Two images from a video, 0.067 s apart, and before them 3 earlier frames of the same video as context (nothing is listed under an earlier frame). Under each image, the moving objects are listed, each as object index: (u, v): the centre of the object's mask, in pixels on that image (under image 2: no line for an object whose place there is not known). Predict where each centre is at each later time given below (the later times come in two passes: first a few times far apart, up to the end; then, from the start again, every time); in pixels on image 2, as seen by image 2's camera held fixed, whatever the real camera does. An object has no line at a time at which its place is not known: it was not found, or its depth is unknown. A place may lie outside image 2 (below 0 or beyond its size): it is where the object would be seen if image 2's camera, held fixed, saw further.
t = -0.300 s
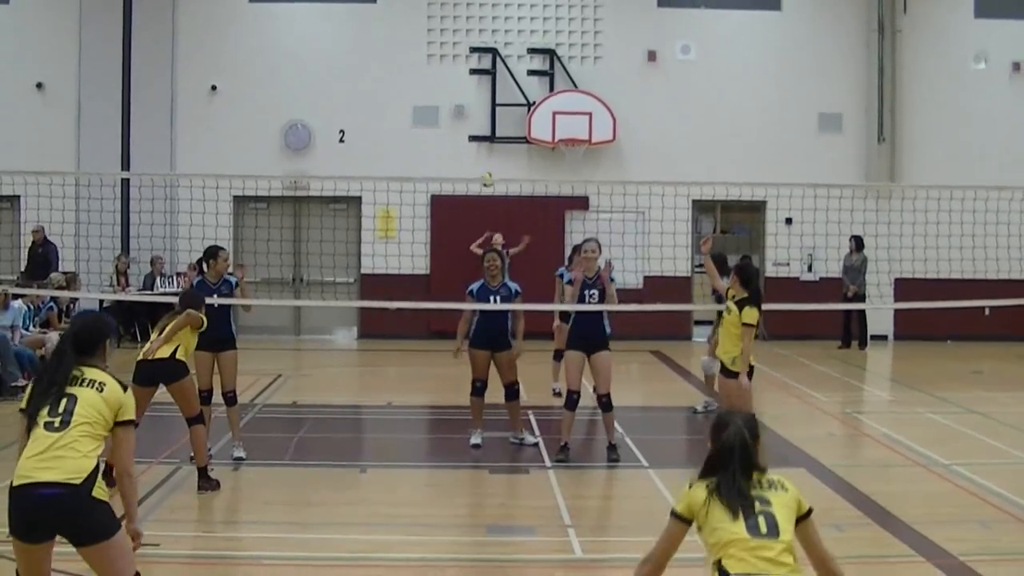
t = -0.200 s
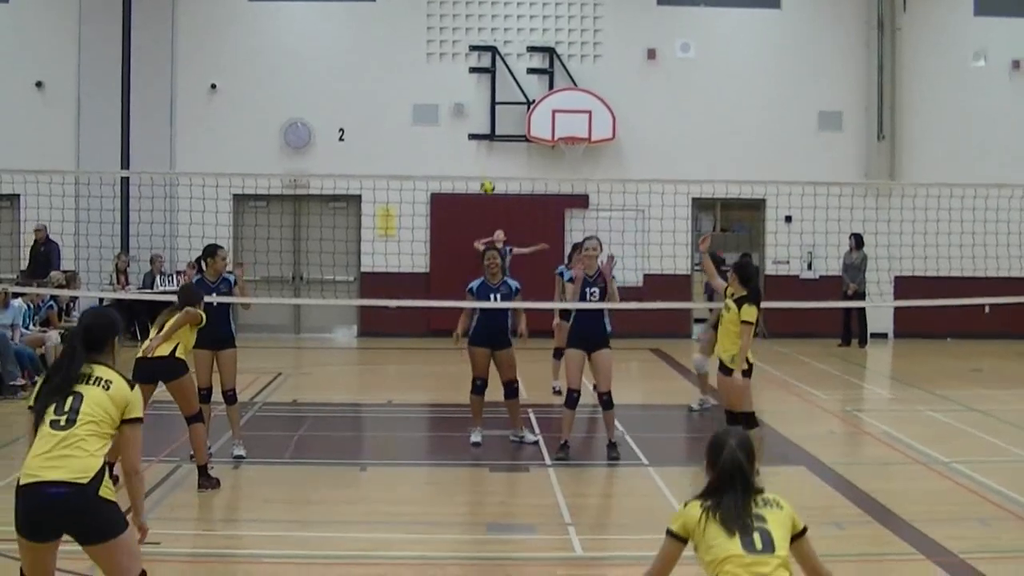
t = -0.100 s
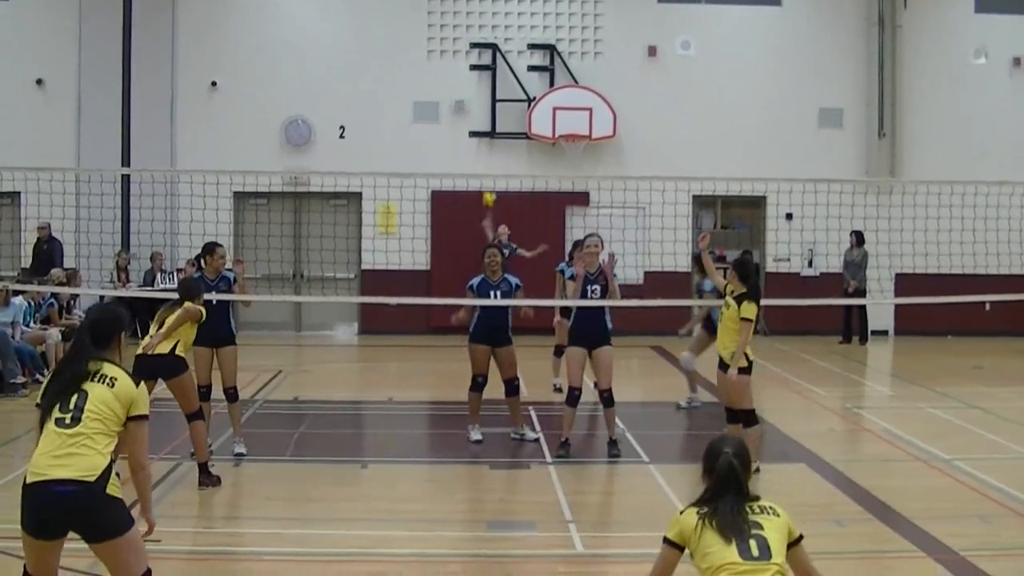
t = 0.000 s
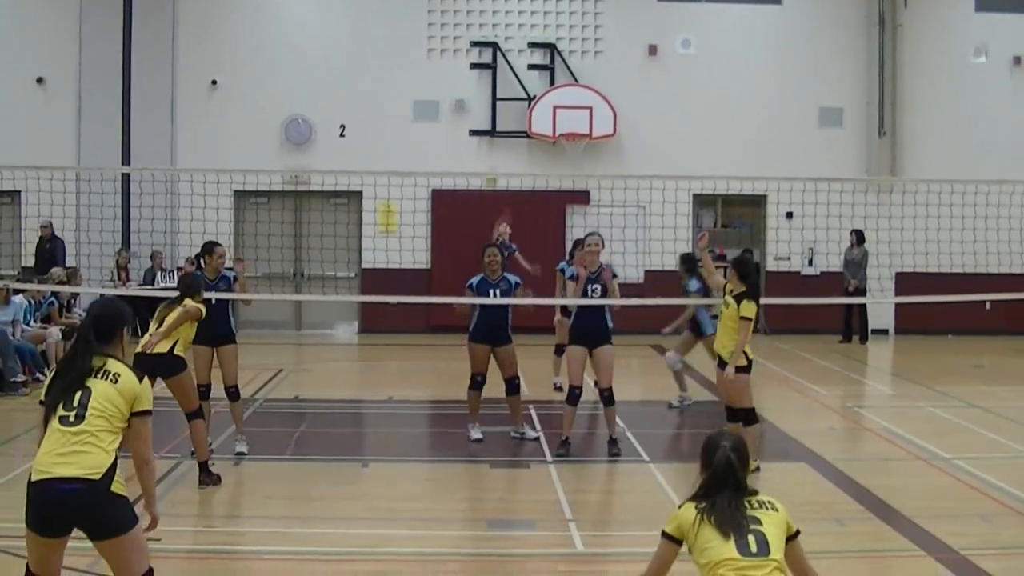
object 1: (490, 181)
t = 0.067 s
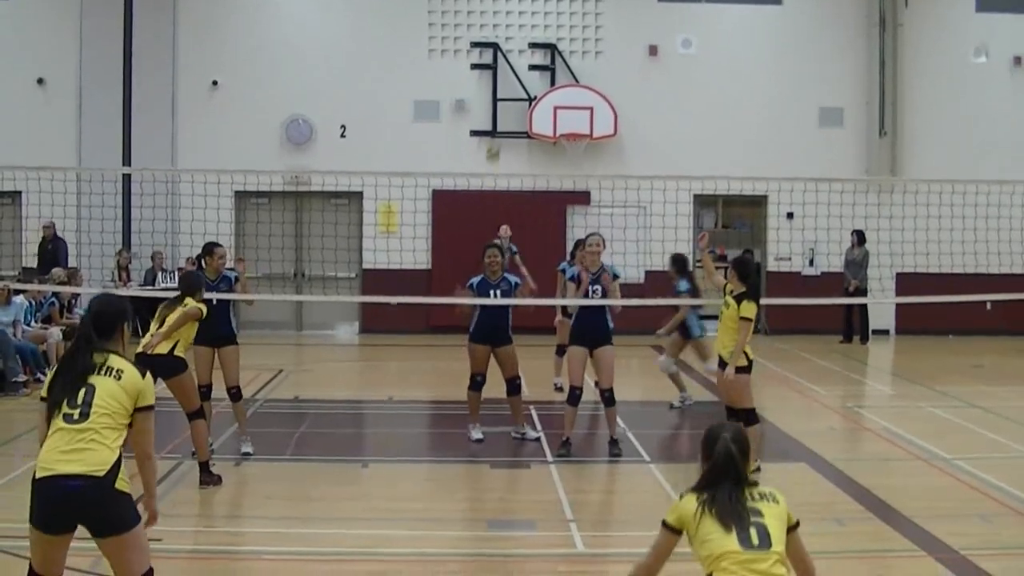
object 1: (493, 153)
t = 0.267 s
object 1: (499, 84)
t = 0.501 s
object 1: (510, 26)
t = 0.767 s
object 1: (526, 17)
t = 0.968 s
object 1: (545, 77)
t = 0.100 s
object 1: (492, 139)
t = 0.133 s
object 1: (493, 129)
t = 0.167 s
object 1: (495, 120)
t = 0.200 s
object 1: (497, 106)
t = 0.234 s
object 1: (497, 94)
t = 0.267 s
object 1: (499, 84)
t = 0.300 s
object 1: (499, 74)
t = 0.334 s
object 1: (499, 63)
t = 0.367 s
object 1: (500, 55)
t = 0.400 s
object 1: (503, 47)
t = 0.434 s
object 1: (506, 38)
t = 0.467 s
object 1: (508, 32)
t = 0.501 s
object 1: (510, 26)
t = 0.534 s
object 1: (511, 21)
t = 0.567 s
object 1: (513, 18)
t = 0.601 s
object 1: (515, 16)
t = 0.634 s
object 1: (516, 15)
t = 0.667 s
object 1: (518, 15)
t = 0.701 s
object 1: (520, 15)
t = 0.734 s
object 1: (523, 16)
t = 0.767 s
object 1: (526, 17)
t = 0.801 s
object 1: (528, 20)
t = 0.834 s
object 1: (531, 25)
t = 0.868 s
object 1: (536, 35)
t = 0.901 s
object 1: (538, 47)
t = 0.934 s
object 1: (542, 61)
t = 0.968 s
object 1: (545, 77)
